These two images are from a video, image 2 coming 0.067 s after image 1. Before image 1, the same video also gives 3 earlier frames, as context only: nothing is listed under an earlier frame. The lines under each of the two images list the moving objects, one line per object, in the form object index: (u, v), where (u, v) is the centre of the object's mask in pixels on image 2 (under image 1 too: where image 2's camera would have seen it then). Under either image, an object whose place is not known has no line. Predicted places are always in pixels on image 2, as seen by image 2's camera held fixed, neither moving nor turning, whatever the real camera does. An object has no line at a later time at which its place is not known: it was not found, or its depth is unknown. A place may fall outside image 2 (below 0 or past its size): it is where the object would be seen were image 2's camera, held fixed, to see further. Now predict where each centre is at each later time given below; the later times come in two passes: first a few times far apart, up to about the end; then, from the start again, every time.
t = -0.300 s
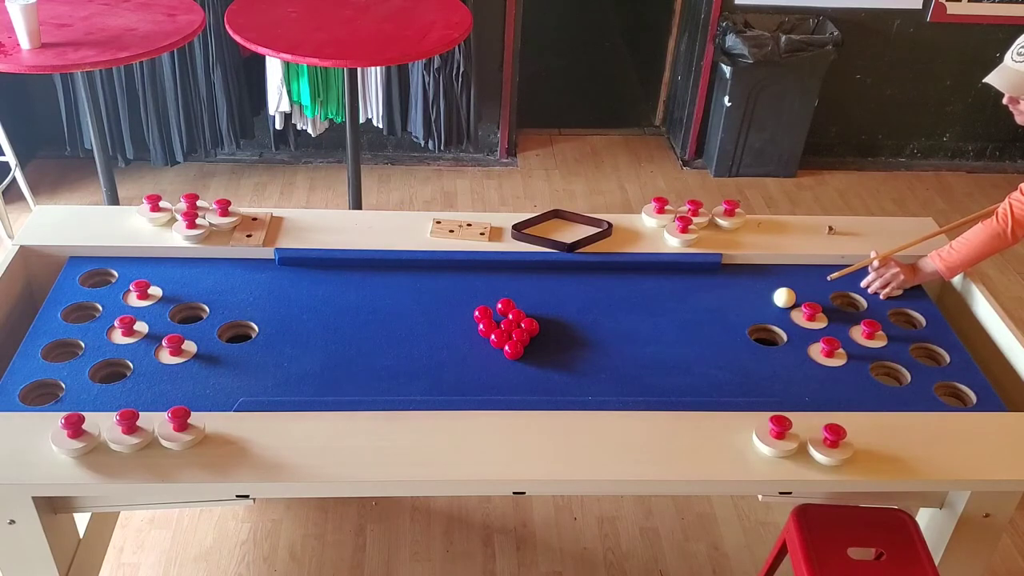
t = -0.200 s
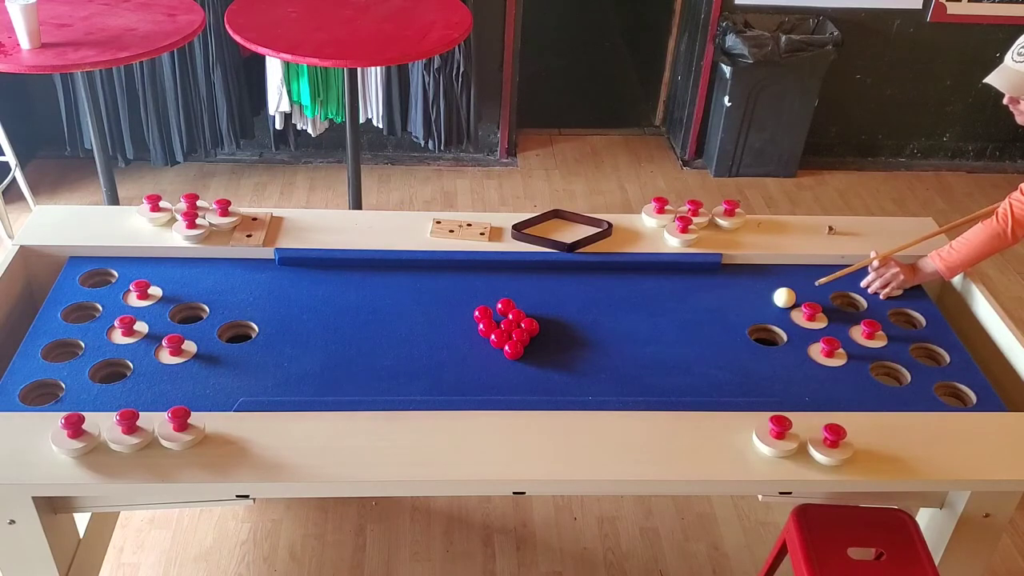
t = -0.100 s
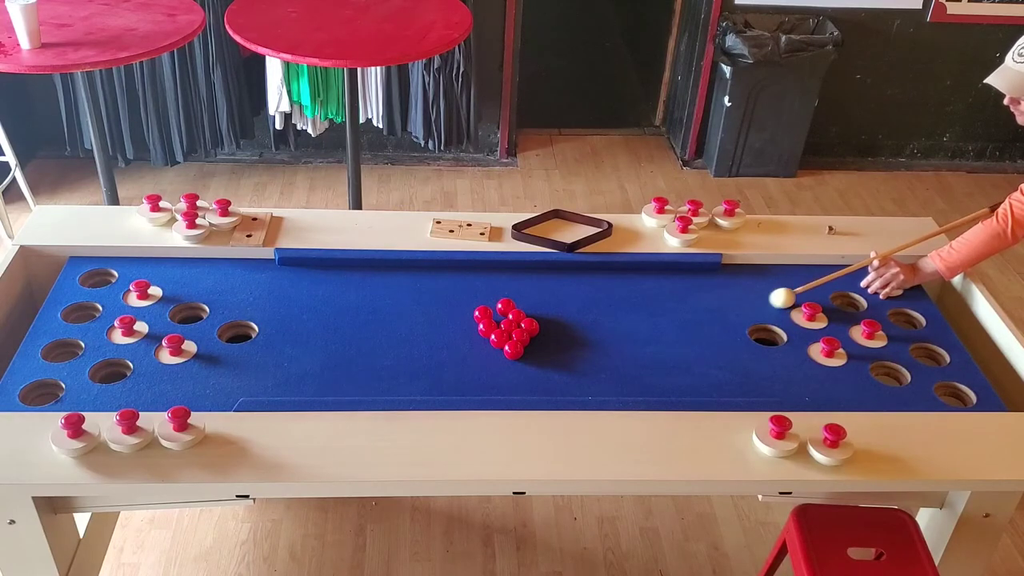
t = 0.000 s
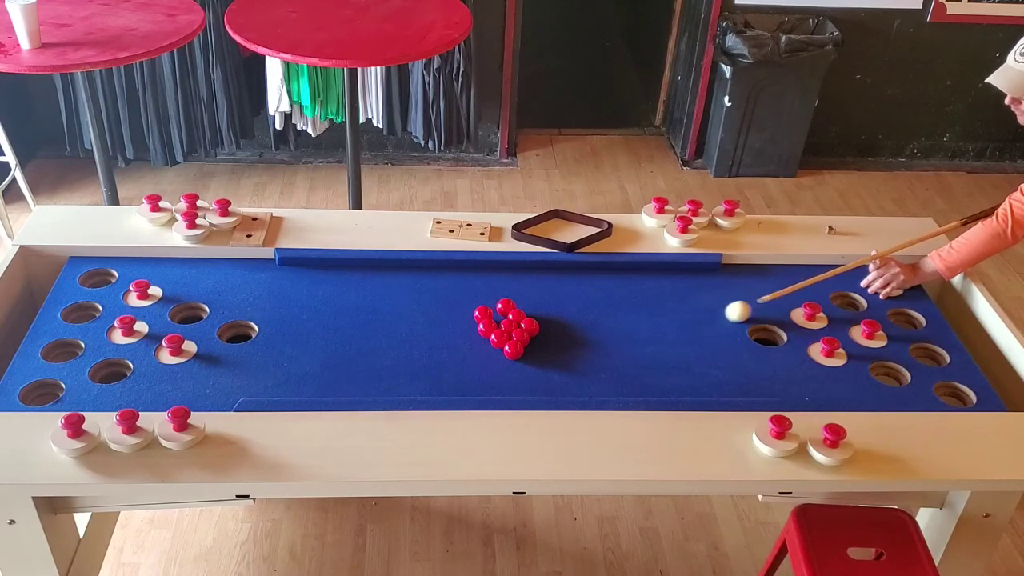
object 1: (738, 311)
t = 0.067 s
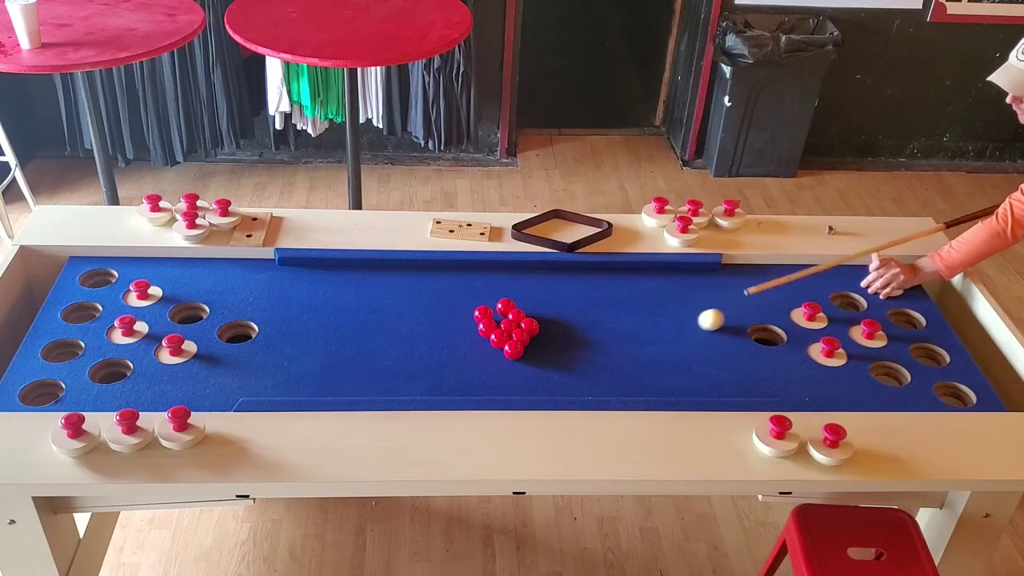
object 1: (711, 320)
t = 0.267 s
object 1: (629, 344)
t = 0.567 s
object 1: (497, 384)
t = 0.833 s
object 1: (389, 377)
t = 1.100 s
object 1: (289, 362)
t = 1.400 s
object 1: (193, 344)
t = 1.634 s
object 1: (217, 353)
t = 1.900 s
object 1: (240, 361)
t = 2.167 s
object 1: (259, 368)
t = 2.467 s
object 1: (279, 377)
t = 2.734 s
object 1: (294, 383)
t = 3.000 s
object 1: (306, 388)
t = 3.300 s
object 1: (317, 389)
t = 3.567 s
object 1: (322, 389)
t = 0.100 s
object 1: (697, 324)
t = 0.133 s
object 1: (684, 328)
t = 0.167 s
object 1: (670, 332)
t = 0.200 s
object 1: (657, 336)
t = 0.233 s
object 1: (642, 340)
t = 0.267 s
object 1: (629, 344)
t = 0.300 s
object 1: (614, 349)
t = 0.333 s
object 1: (600, 353)
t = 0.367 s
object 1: (586, 357)
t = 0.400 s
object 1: (571, 361)
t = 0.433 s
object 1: (557, 366)
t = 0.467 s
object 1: (542, 370)
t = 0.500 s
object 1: (527, 375)
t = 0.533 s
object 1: (511, 379)
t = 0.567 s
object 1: (497, 384)
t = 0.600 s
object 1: (481, 387)
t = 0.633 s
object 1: (466, 389)
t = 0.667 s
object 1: (453, 387)
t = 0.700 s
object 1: (440, 385)
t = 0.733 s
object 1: (427, 383)
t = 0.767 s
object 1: (414, 381)
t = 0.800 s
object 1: (401, 379)
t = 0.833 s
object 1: (389, 377)
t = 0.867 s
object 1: (376, 375)
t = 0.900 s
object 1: (363, 373)
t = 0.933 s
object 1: (351, 371)
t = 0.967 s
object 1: (339, 369)
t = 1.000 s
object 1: (326, 367)
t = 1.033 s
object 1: (314, 365)
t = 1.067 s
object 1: (301, 363)
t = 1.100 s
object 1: (289, 362)
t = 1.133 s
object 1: (277, 360)
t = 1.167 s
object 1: (265, 358)
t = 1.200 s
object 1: (253, 356)
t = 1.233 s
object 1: (241, 354)
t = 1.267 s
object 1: (229, 352)
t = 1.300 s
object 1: (218, 350)
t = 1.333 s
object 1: (206, 348)
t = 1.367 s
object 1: (194, 347)
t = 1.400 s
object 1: (193, 344)
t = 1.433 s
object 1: (195, 343)
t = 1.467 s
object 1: (198, 345)
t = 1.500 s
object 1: (202, 347)
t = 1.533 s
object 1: (205, 349)
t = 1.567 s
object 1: (211, 351)
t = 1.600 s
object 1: (214, 352)
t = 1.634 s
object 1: (217, 353)
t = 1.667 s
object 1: (220, 354)
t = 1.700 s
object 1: (223, 355)
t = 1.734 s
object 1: (226, 356)
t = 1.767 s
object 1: (229, 357)
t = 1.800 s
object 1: (232, 358)
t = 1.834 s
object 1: (234, 359)
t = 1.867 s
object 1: (237, 360)
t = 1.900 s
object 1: (240, 361)
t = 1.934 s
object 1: (242, 362)
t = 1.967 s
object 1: (245, 362)
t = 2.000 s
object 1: (247, 363)
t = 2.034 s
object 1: (250, 364)
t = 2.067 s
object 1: (252, 366)
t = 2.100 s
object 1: (254, 366)
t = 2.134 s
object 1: (257, 367)
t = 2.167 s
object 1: (259, 368)
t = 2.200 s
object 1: (262, 369)
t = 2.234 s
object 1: (264, 370)
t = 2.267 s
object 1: (266, 371)
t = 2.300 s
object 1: (268, 372)
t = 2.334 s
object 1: (270, 373)
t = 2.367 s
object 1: (272, 374)
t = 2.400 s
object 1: (275, 375)
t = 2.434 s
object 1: (277, 376)
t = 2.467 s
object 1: (279, 377)
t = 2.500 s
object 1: (281, 378)
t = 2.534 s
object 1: (283, 378)
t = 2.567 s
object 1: (285, 379)
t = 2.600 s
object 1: (287, 380)
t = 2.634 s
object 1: (288, 381)
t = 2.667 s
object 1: (290, 382)
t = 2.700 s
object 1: (292, 383)
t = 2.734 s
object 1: (294, 383)
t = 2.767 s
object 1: (296, 384)
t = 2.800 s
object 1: (297, 384)
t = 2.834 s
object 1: (299, 385)
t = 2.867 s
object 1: (300, 386)
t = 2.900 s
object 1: (302, 386)
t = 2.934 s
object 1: (304, 386)
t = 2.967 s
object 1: (305, 387)
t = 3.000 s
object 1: (306, 388)
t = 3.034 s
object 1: (308, 388)
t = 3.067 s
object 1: (309, 389)
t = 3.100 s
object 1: (310, 389)
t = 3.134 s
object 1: (312, 389)
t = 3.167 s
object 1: (313, 390)
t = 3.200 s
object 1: (314, 390)
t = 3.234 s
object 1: (315, 389)
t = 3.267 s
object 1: (316, 389)
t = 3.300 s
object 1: (317, 389)
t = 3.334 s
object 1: (319, 389)
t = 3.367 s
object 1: (319, 389)
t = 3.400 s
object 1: (320, 389)
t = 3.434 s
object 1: (321, 389)
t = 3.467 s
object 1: (321, 389)
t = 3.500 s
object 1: (322, 389)
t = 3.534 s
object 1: (322, 389)
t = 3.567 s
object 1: (322, 389)
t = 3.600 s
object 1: (323, 388)
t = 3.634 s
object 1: (323, 388)
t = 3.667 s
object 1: (323, 388)
